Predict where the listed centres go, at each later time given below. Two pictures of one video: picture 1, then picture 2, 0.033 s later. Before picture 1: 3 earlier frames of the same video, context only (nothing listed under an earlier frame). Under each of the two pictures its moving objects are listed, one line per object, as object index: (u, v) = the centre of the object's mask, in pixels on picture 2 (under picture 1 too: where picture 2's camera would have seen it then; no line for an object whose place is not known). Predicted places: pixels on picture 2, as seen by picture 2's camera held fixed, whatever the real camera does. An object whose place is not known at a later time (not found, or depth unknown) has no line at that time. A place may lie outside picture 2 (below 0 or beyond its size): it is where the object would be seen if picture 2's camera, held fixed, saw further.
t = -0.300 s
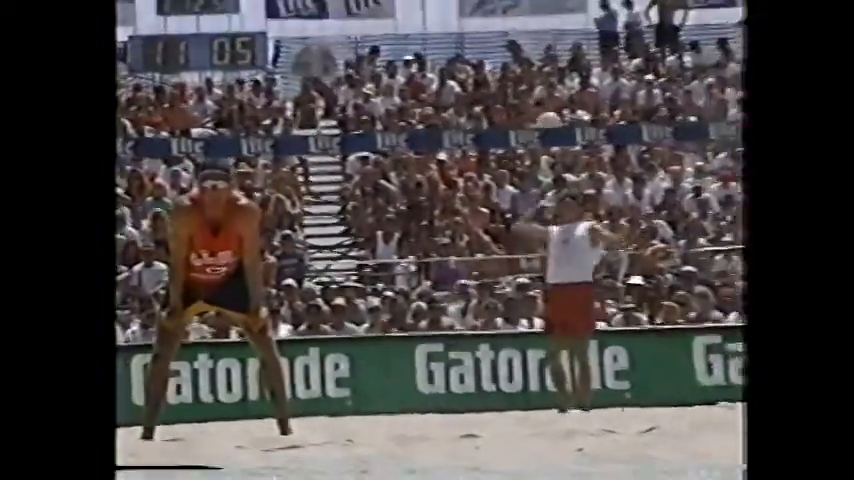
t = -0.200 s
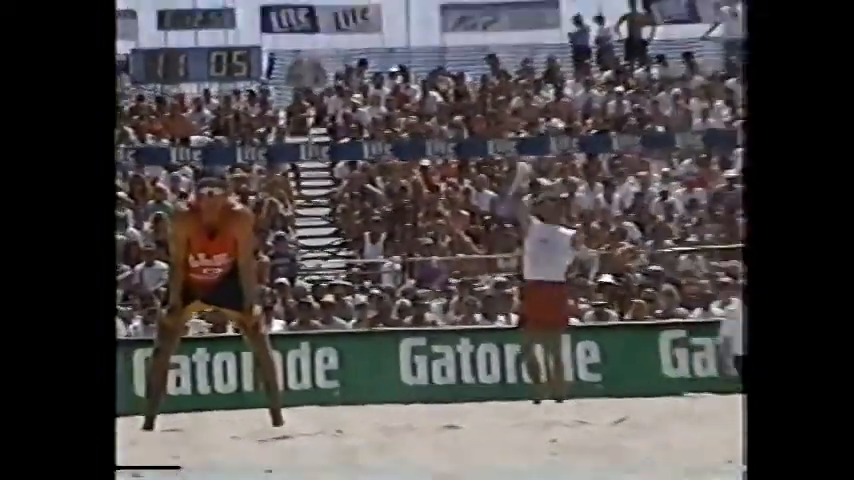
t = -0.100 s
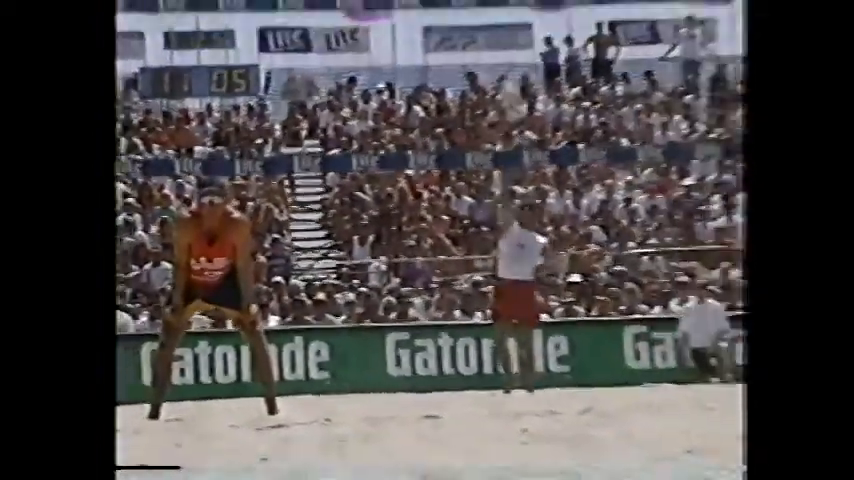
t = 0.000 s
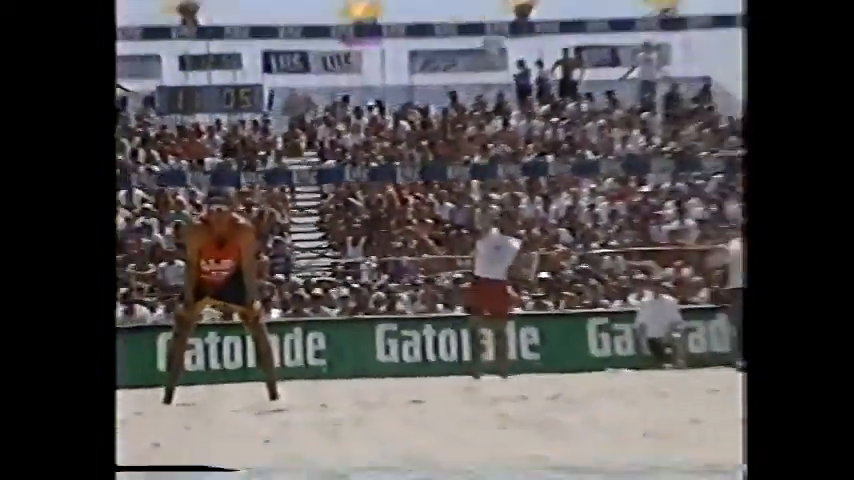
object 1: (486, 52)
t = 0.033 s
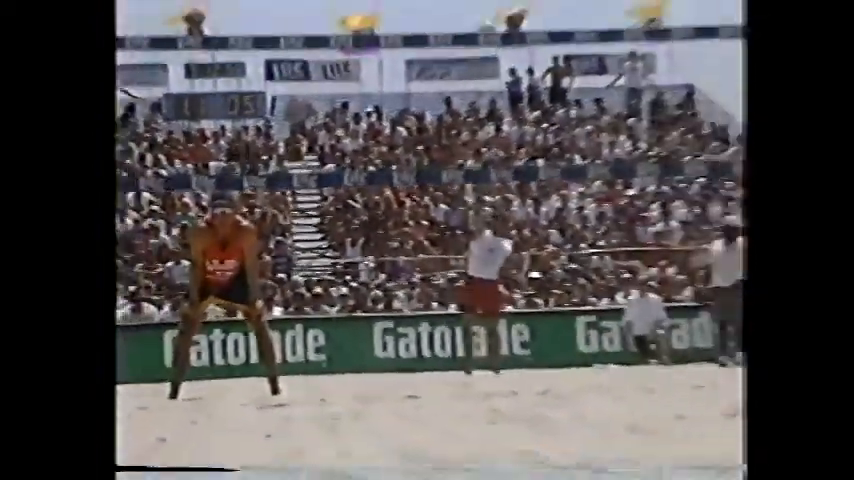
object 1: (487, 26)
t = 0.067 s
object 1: (489, 12)
